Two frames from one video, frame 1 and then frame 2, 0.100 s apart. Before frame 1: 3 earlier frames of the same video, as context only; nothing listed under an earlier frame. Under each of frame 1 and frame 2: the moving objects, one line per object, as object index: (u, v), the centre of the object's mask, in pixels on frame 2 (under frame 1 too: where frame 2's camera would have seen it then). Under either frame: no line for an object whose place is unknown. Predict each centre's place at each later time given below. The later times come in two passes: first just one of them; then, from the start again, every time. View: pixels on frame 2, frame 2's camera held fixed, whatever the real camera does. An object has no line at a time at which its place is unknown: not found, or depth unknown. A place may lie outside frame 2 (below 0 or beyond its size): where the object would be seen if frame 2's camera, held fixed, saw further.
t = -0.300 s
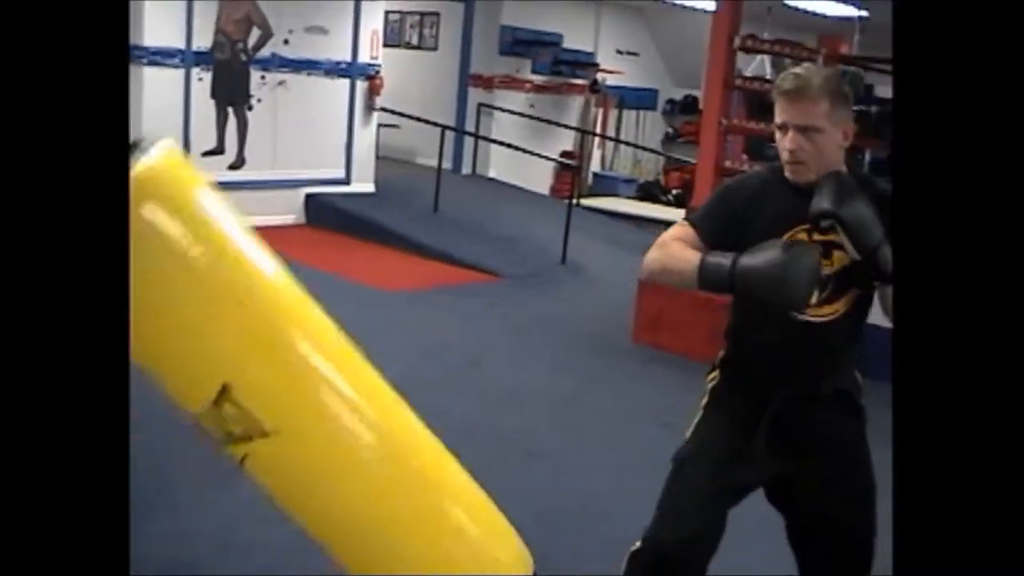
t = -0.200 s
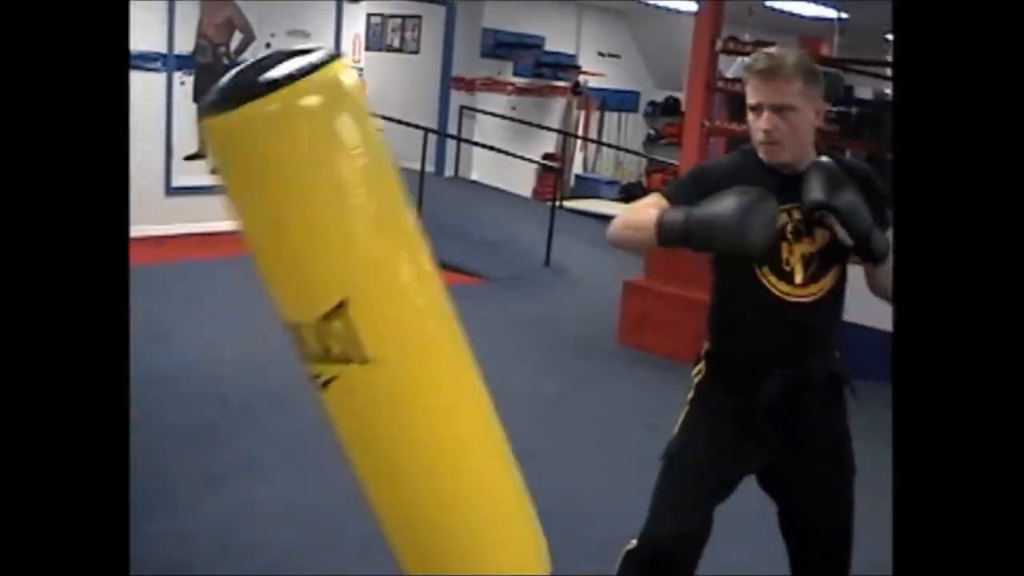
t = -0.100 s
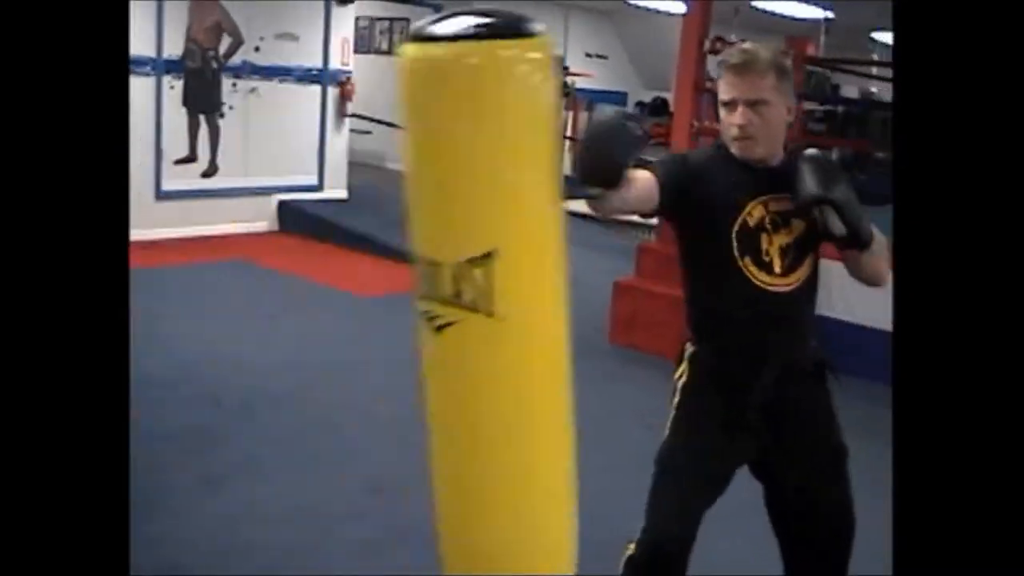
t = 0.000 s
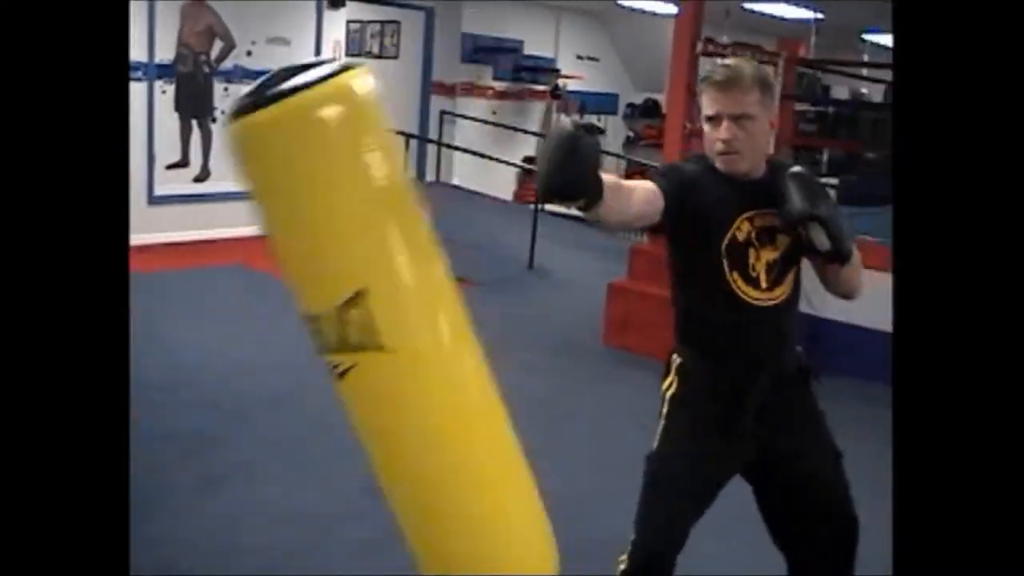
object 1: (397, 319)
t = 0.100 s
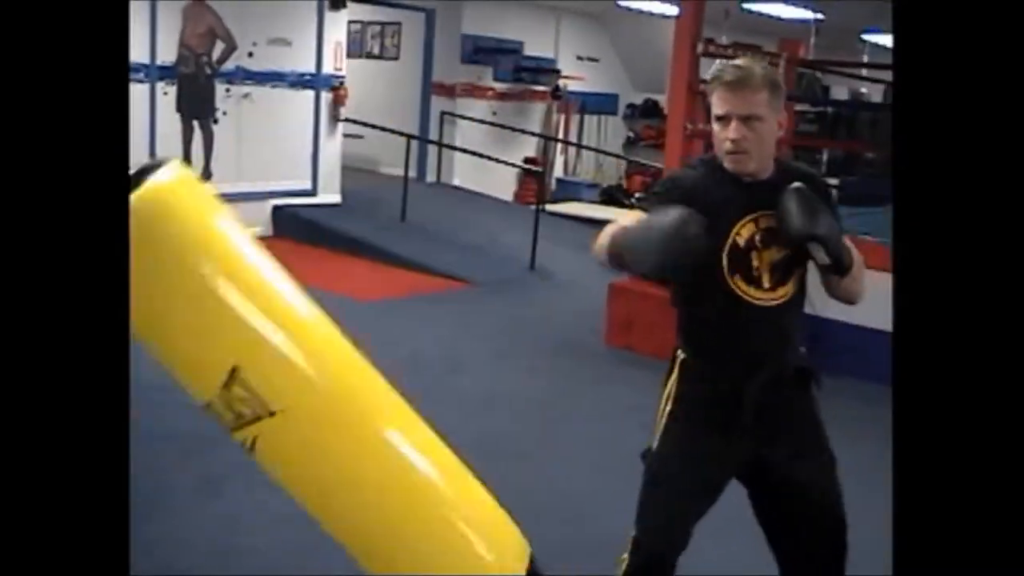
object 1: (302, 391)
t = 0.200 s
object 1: (285, 457)
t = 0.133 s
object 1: (295, 419)
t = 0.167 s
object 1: (289, 441)
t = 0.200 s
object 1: (285, 457)
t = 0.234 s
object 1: (284, 468)
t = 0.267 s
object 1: (285, 472)
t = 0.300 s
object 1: (285, 470)
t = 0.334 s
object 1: (285, 459)
